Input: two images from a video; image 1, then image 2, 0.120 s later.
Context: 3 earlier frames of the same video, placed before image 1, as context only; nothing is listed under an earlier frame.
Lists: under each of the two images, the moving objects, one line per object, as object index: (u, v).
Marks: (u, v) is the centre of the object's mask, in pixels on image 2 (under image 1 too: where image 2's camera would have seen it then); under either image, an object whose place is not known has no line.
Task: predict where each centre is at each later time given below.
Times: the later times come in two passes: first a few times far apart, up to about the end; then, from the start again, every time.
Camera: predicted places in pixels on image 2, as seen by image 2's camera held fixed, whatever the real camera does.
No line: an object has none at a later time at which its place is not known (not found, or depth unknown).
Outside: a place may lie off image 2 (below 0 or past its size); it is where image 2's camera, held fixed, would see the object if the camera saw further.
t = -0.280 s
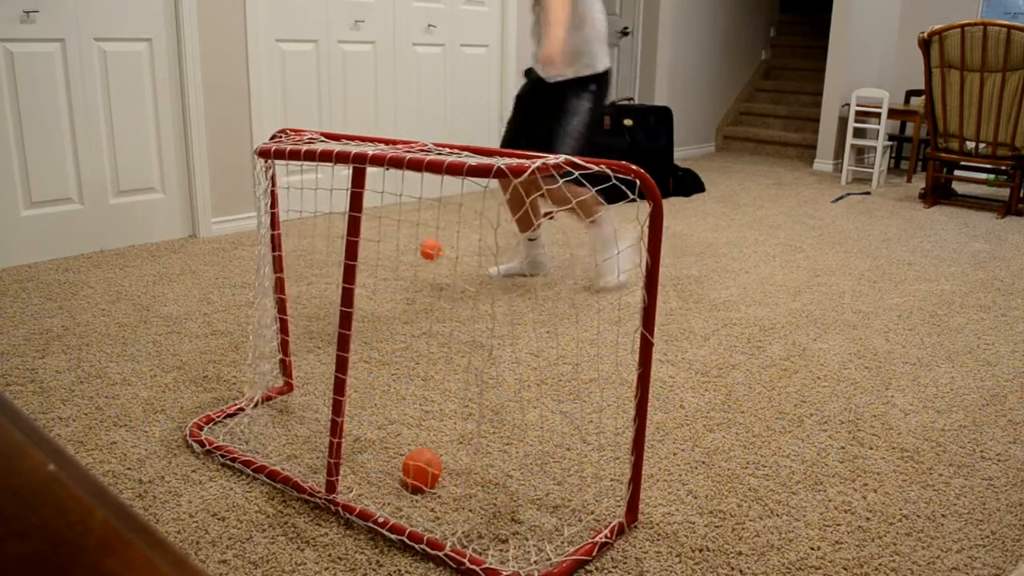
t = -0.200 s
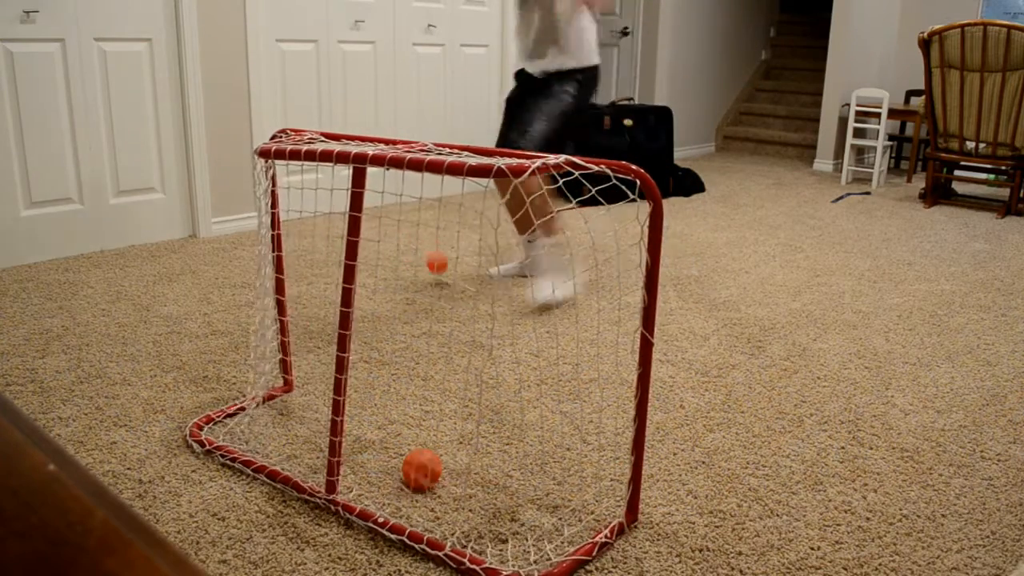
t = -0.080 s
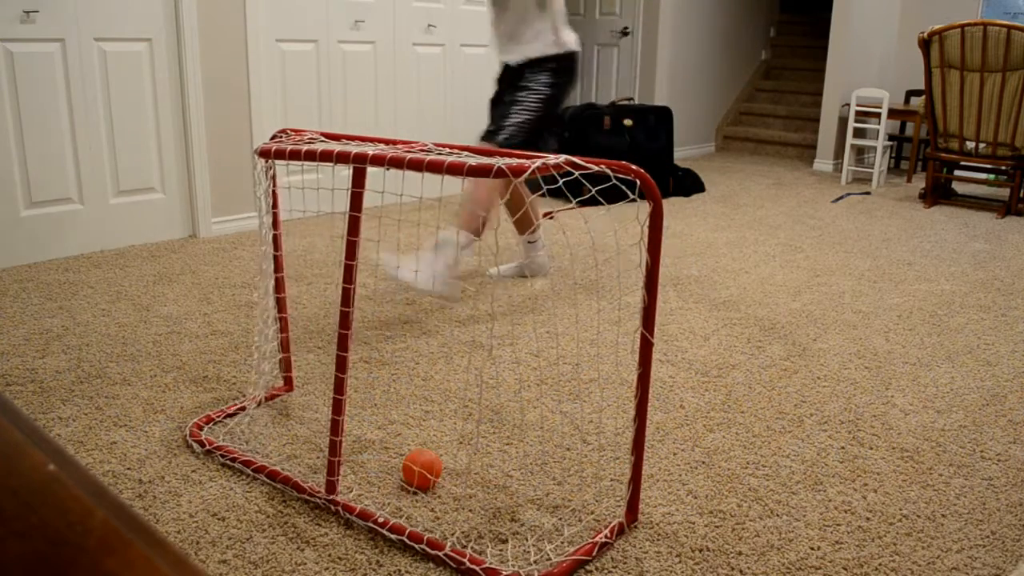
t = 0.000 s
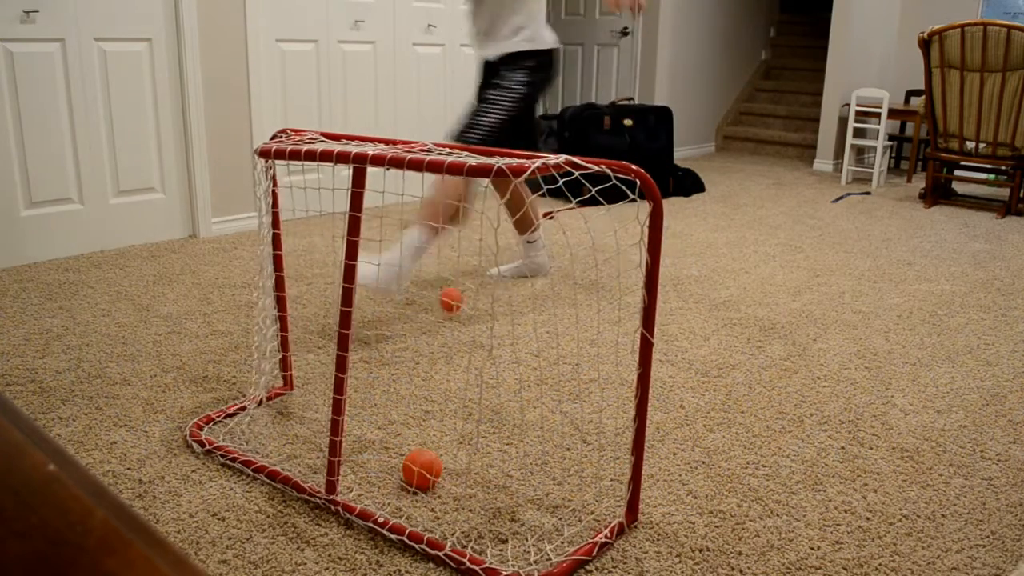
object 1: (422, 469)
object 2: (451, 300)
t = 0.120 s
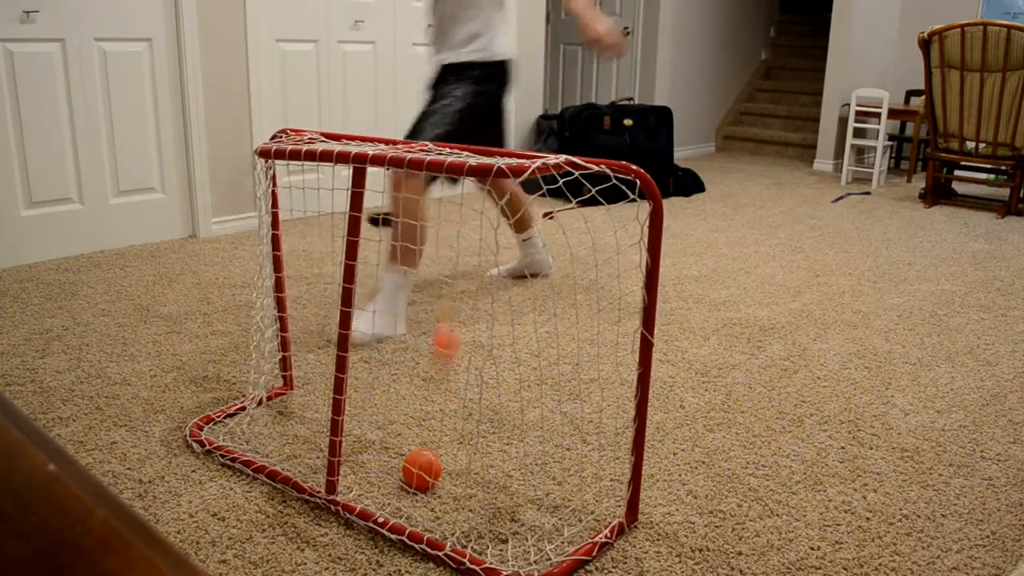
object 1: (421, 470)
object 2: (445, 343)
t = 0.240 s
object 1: (420, 471)
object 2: (435, 435)
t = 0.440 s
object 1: (410, 502)
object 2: (505, 404)
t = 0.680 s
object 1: (431, 514)
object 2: (588, 409)
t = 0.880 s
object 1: (449, 515)
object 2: (587, 465)
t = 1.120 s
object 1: (443, 516)
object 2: (569, 454)
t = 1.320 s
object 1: (443, 515)
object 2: (561, 432)
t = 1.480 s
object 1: (444, 515)
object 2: (560, 419)
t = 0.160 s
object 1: (421, 470)
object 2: (442, 378)
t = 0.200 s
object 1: (421, 470)
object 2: (438, 423)
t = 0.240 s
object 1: (420, 471)
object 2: (435, 435)
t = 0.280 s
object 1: (417, 468)
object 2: (443, 426)
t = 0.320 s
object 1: (416, 465)
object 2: (457, 411)
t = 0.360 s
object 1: (413, 468)
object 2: (470, 405)
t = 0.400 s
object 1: (410, 481)
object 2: (485, 406)
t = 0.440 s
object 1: (410, 502)
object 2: (505, 404)
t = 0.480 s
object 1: (411, 502)
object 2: (528, 397)
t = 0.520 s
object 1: (415, 501)
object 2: (549, 387)
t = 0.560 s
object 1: (419, 507)
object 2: (564, 382)
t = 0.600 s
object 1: (424, 510)
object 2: (575, 383)
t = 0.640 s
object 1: (426, 512)
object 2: (583, 393)
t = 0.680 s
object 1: (431, 514)
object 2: (588, 409)
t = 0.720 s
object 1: (436, 515)
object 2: (589, 432)
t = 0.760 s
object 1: (441, 516)
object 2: (589, 456)
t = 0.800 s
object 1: (447, 517)
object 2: (590, 487)
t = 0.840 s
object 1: (448, 516)
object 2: (588, 496)
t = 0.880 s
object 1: (449, 515)
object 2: (587, 465)
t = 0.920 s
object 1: (448, 516)
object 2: (585, 445)
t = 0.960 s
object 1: (447, 515)
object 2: (581, 434)
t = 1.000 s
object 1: (446, 515)
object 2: (579, 432)
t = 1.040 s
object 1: (444, 516)
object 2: (576, 435)
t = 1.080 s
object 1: (443, 516)
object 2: (572, 448)
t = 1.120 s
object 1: (443, 516)
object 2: (569, 454)
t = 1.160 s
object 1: (443, 516)
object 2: (568, 443)
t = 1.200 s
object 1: (443, 516)
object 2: (567, 433)
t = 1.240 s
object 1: (443, 516)
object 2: (565, 433)
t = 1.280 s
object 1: (443, 516)
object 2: (563, 436)
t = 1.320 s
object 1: (443, 515)
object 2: (561, 432)
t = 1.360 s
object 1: (444, 515)
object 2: (561, 429)
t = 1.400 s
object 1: (443, 516)
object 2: (560, 427)
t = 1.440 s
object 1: (444, 515)
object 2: (559, 423)
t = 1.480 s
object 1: (444, 515)
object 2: (560, 419)
